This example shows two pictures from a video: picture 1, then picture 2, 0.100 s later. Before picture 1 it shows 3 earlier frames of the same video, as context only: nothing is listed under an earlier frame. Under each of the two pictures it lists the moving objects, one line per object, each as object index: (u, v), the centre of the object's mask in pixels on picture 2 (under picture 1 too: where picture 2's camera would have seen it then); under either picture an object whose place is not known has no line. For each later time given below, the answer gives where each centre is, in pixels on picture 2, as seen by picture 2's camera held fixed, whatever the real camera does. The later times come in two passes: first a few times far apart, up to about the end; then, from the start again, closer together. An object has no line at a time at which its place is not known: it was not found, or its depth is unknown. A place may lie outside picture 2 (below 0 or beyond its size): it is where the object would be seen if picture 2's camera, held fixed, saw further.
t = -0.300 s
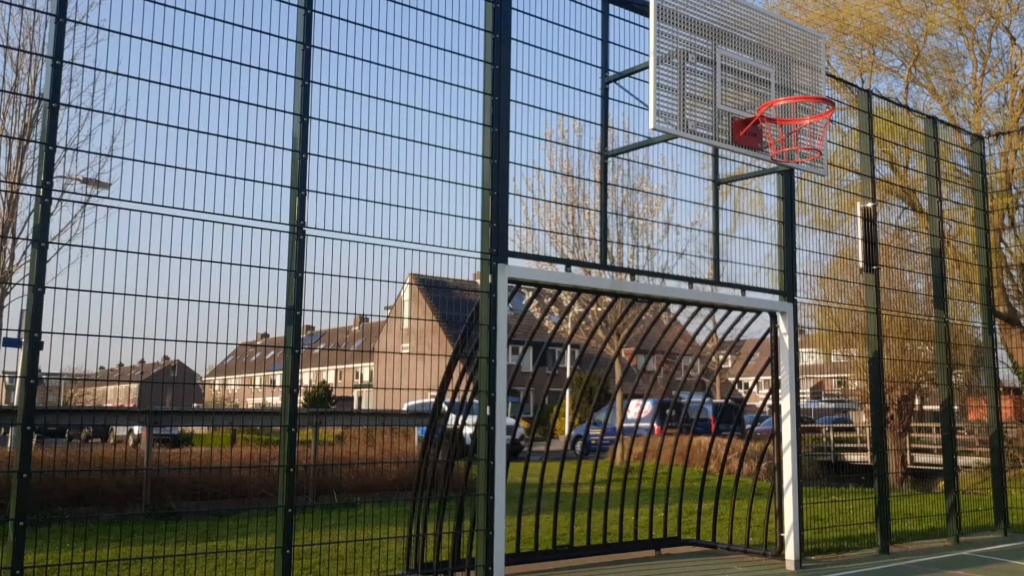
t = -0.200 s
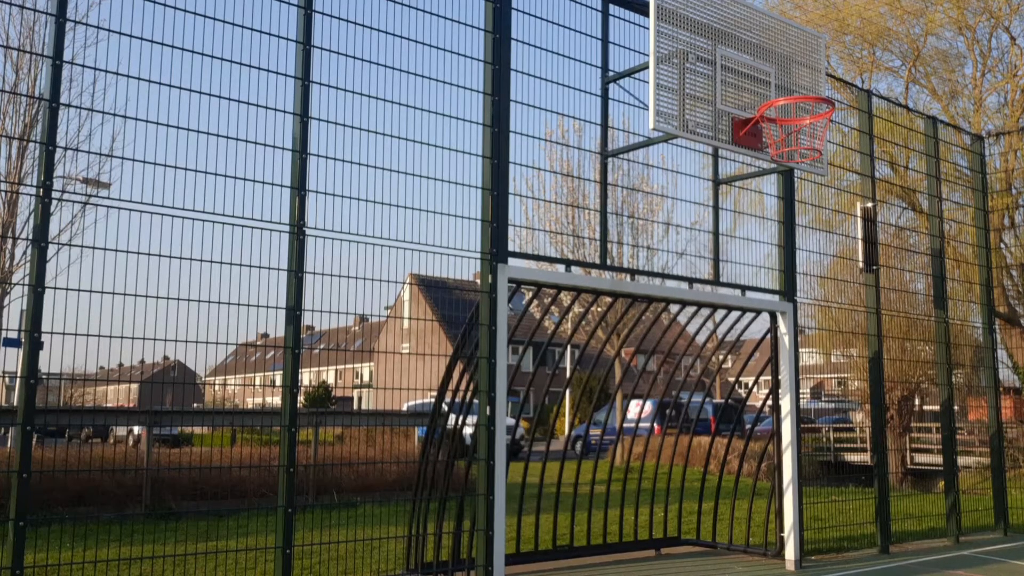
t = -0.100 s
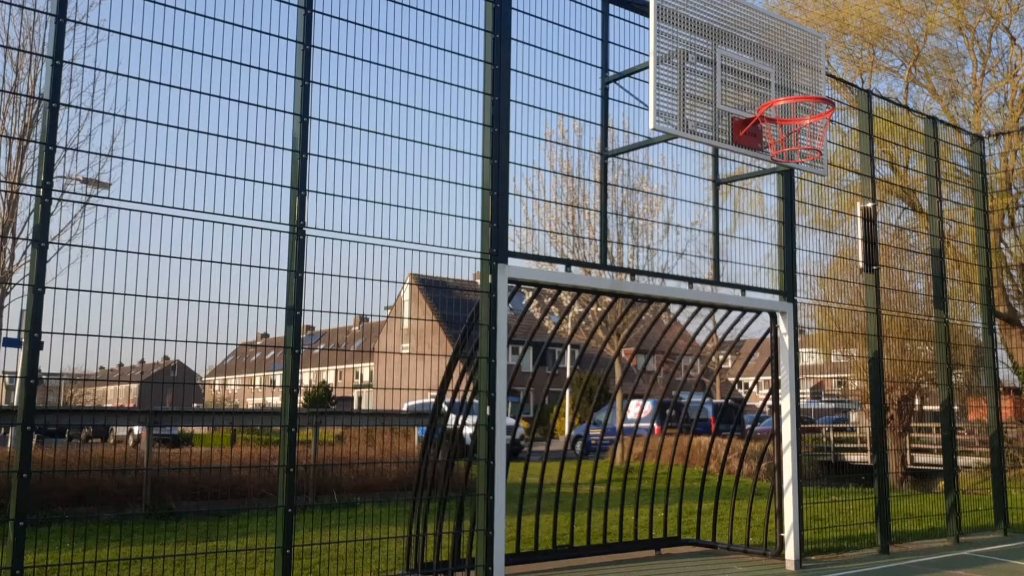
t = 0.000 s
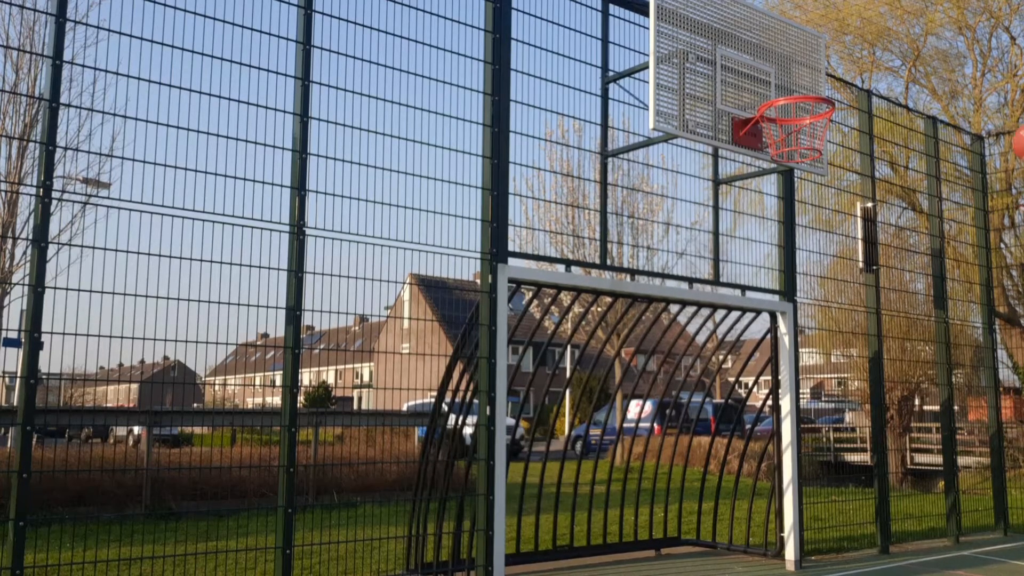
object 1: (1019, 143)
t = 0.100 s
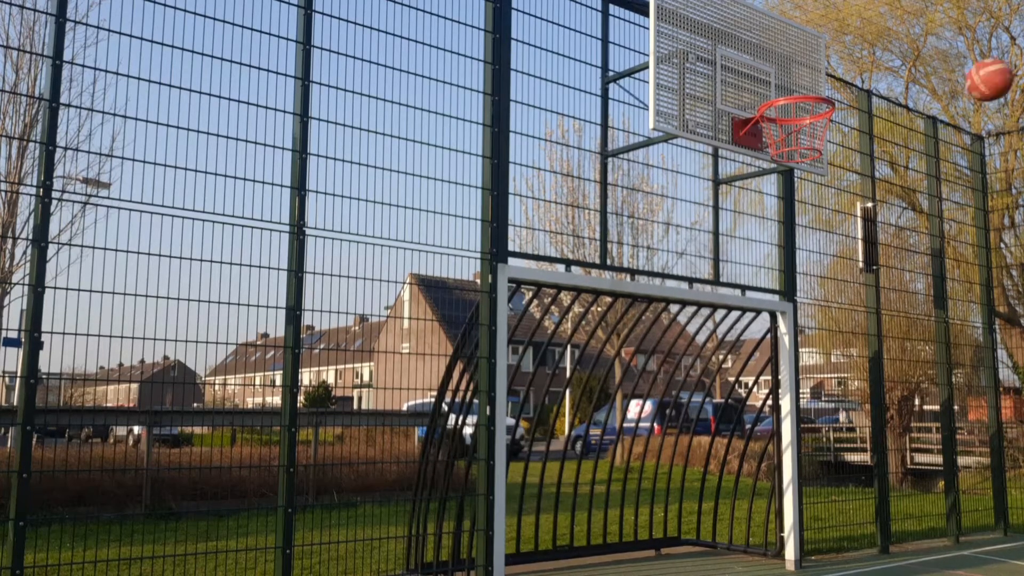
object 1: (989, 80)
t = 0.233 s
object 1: (934, 33)
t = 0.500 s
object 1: (845, 36)
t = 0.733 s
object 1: (789, 94)
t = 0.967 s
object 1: (790, 60)
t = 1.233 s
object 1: (815, 95)
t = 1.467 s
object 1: (776, 75)
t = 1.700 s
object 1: (737, 88)
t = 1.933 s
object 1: (696, 173)
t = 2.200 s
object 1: (647, 401)
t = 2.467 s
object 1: (591, 521)
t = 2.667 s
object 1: (546, 353)
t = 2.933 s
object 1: (487, 243)
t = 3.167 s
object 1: (432, 259)
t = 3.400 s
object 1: (368, 392)
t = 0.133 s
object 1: (974, 64)
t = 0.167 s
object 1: (960, 52)
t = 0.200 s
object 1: (947, 42)
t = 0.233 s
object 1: (934, 33)
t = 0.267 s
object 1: (921, 27)
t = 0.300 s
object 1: (909, 23)
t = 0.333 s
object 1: (898, 21)
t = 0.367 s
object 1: (887, 21)
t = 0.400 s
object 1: (876, 22)
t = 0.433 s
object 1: (866, 25)
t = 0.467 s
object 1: (855, 30)
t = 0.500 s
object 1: (845, 36)
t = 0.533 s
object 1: (836, 44)
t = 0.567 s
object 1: (827, 53)
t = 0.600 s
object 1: (818, 63)
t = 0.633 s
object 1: (809, 76)
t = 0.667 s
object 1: (801, 85)
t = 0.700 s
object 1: (792, 104)
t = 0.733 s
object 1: (789, 94)
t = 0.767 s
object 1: (786, 85)
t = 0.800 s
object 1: (784, 80)
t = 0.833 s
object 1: (781, 75)
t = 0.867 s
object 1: (781, 69)
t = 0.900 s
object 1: (784, 65)
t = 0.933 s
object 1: (787, 61)
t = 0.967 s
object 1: (790, 60)
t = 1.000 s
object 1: (793, 60)
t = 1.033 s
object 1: (796, 61)
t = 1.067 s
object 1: (800, 64)
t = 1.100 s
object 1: (804, 69)
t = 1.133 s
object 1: (807, 75)
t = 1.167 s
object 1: (811, 81)
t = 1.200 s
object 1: (815, 92)
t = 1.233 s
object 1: (815, 95)
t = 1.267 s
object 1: (810, 85)
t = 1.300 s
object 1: (803, 81)
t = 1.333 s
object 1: (798, 78)
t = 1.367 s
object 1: (792, 75)
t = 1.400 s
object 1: (787, 74)
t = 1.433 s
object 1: (782, 74)
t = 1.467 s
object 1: (776, 75)
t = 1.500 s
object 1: (771, 79)
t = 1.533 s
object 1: (766, 84)
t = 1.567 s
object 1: (760, 82)
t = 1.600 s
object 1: (755, 81)
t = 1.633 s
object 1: (749, 82)
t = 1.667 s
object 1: (743, 84)
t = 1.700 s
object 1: (737, 88)
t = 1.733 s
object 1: (732, 95)
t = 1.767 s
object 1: (726, 102)
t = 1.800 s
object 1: (720, 112)
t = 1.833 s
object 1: (713, 124)
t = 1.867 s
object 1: (708, 138)
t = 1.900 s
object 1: (702, 154)
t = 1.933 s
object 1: (696, 173)
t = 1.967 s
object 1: (690, 193)
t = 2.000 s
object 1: (684, 216)
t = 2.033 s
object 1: (678, 241)
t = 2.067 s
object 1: (672, 268)
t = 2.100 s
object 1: (666, 298)
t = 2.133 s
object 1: (660, 330)
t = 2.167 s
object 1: (654, 364)
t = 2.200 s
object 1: (647, 401)
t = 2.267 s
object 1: (635, 487)
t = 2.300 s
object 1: (628, 534)
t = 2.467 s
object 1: (591, 521)
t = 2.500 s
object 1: (584, 487)
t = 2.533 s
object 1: (576, 456)
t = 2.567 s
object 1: (568, 427)
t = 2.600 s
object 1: (561, 400)
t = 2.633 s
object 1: (554, 375)
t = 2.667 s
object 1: (546, 353)
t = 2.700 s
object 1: (539, 332)
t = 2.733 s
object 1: (532, 313)
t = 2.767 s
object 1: (525, 297)
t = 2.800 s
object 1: (518, 283)
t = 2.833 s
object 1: (510, 270)
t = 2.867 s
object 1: (503, 259)
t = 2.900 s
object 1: (495, 250)
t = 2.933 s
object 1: (487, 243)
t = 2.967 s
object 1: (480, 240)
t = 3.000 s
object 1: (472, 237)
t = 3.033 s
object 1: (463, 238)
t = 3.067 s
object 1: (456, 240)
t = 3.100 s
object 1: (448, 244)
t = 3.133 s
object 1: (440, 251)
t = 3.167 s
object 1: (432, 259)
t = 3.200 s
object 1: (424, 271)
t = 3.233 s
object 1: (415, 284)
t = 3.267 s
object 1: (406, 300)
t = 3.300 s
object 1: (397, 319)
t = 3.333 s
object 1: (388, 340)
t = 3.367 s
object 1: (378, 365)
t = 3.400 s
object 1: (368, 392)
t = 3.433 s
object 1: (358, 423)
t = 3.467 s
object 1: (346, 456)
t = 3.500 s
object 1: (337, 493)
